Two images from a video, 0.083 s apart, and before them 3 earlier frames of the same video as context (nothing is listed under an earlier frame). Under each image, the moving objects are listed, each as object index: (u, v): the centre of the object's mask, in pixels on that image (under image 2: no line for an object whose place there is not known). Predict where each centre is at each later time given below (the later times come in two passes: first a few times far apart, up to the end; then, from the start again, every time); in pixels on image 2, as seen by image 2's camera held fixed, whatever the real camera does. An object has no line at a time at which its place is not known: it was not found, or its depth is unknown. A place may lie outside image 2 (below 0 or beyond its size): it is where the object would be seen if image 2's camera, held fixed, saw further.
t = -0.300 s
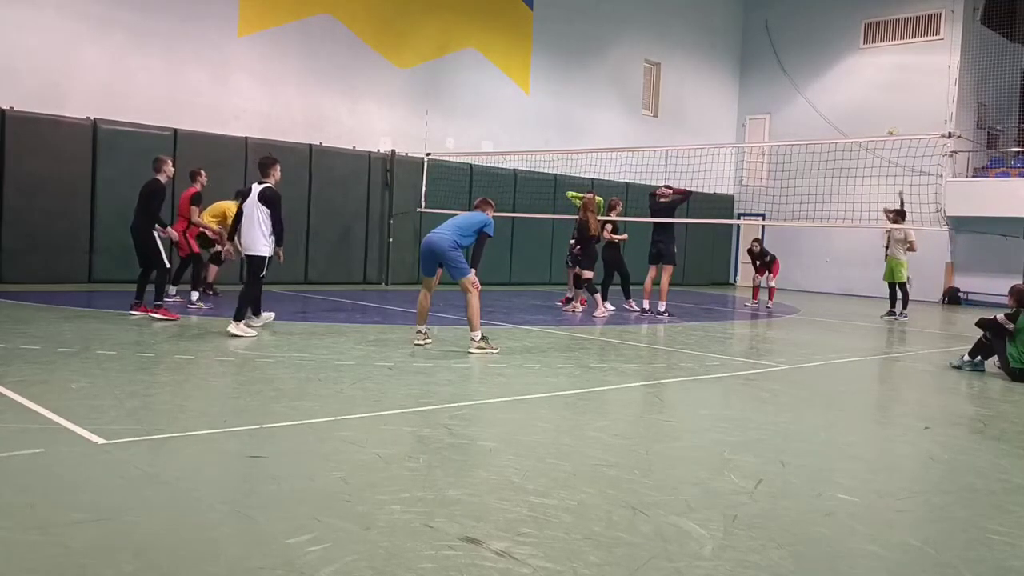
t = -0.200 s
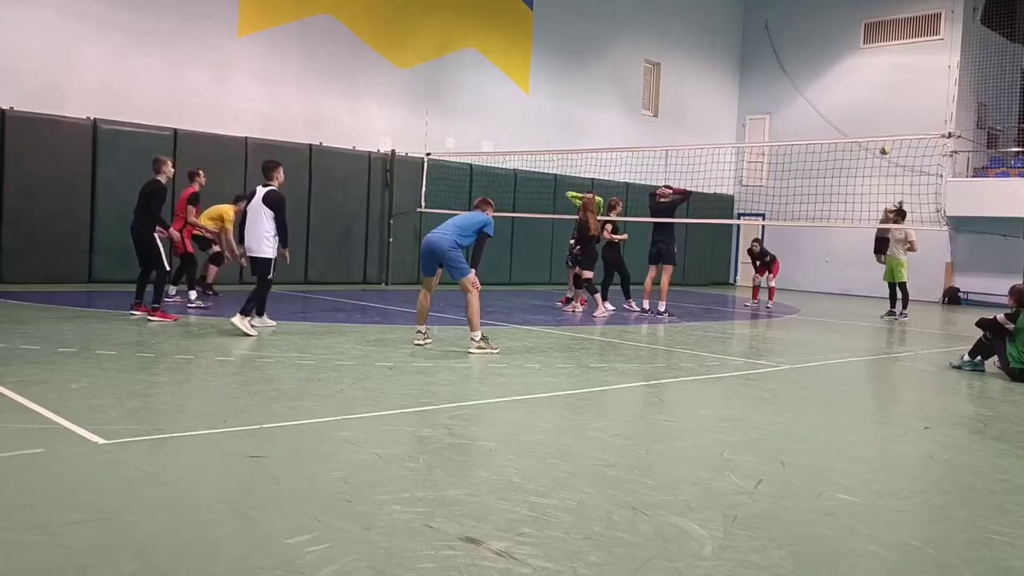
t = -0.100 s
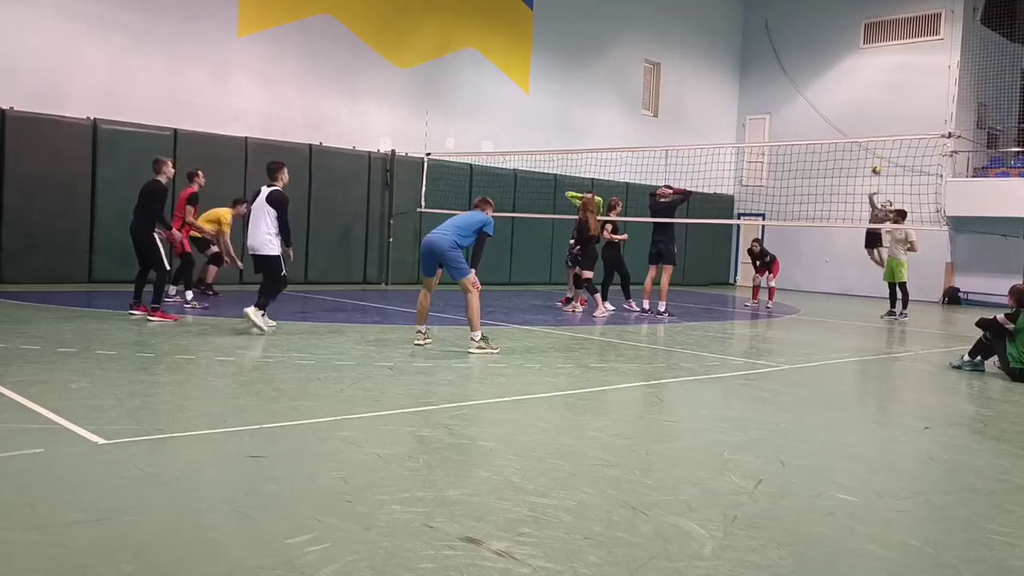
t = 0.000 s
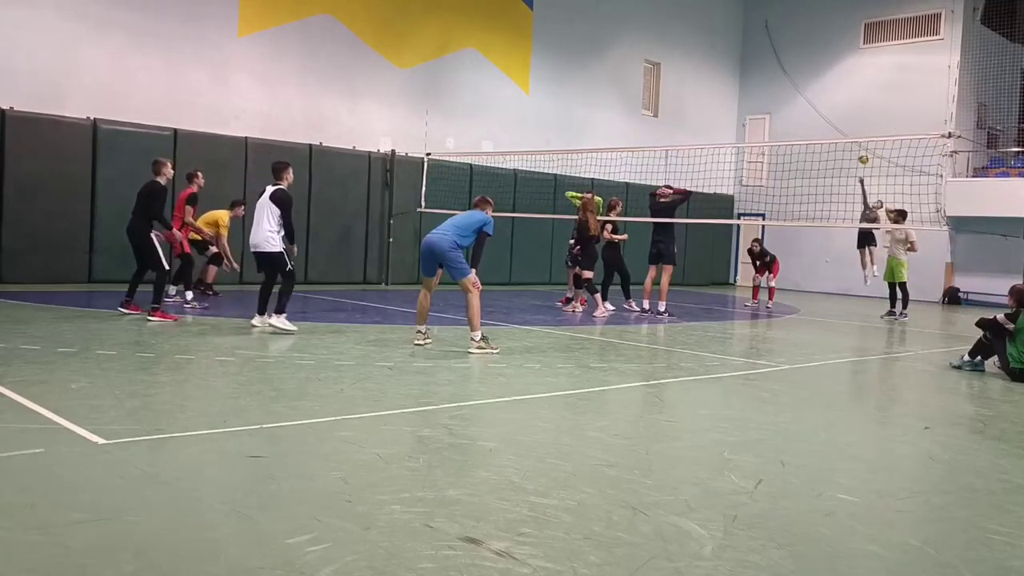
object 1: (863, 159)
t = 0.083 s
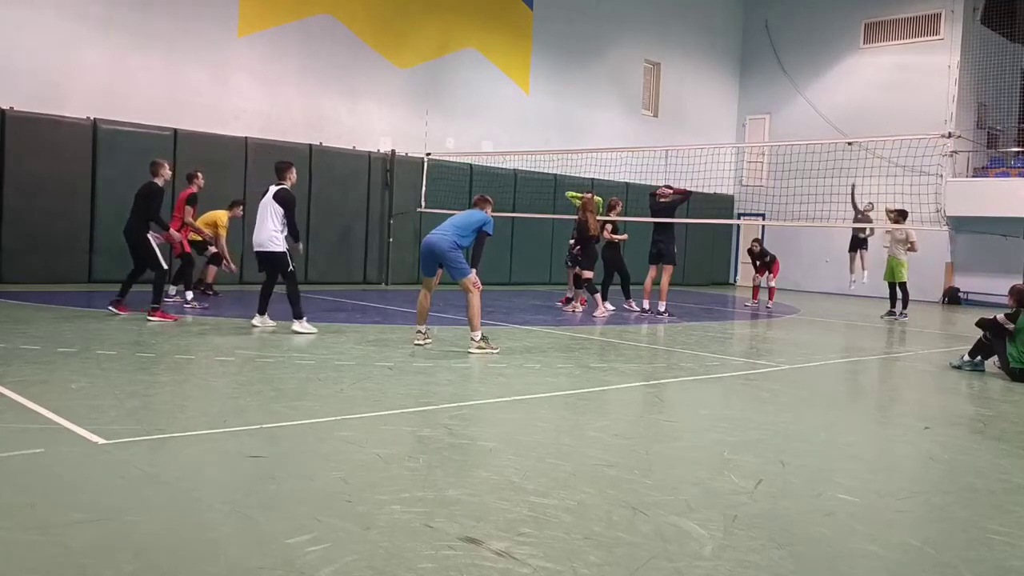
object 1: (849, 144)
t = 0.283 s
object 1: (817, 108)
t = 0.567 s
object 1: (753, 93)
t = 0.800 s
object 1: (681, 129)
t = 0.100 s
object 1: (847, 134)
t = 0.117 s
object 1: (845, 133)
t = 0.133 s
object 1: (843, 132)
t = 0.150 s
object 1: (839, 128)
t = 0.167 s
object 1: (837, 125)
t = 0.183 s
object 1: (834, 122)
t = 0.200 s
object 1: (832, 120)
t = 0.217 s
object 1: (829, 117)
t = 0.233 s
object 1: (825, 114)
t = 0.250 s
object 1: (823, 111)
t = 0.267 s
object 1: (819, 109)
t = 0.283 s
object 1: (817, 108)
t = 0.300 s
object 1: (813, 105)
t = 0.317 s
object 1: (810, 103)
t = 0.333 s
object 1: (807, 101)
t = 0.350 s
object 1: (804, 100)
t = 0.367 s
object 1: (800, 98)
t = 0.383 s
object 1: (797, 97)
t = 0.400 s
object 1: (793, 96)
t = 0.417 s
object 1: (789, 95)
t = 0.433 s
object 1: (785, 93)
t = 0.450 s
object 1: (782, 92)
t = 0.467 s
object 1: (778, 92)
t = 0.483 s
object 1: (774, 92)
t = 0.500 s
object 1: (771, 92)
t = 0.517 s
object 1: (767, 92)
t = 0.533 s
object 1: (761, 92)
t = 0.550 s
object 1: (757, 92)
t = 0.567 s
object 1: (753, 93)
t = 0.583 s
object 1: (749, 94)
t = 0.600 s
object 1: (744, 95)
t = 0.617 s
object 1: (740, 96)
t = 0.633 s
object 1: (735, 98)
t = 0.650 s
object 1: (730, 100)
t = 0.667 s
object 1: (725, 102)
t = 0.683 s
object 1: (721, 103)
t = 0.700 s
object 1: (715, 107)
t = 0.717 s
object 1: (709, 109)
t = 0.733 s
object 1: (704, 113)
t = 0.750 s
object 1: (699, 116)
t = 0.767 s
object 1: (693, 120)
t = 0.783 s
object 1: (687, 124)
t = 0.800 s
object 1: (681, 129)
